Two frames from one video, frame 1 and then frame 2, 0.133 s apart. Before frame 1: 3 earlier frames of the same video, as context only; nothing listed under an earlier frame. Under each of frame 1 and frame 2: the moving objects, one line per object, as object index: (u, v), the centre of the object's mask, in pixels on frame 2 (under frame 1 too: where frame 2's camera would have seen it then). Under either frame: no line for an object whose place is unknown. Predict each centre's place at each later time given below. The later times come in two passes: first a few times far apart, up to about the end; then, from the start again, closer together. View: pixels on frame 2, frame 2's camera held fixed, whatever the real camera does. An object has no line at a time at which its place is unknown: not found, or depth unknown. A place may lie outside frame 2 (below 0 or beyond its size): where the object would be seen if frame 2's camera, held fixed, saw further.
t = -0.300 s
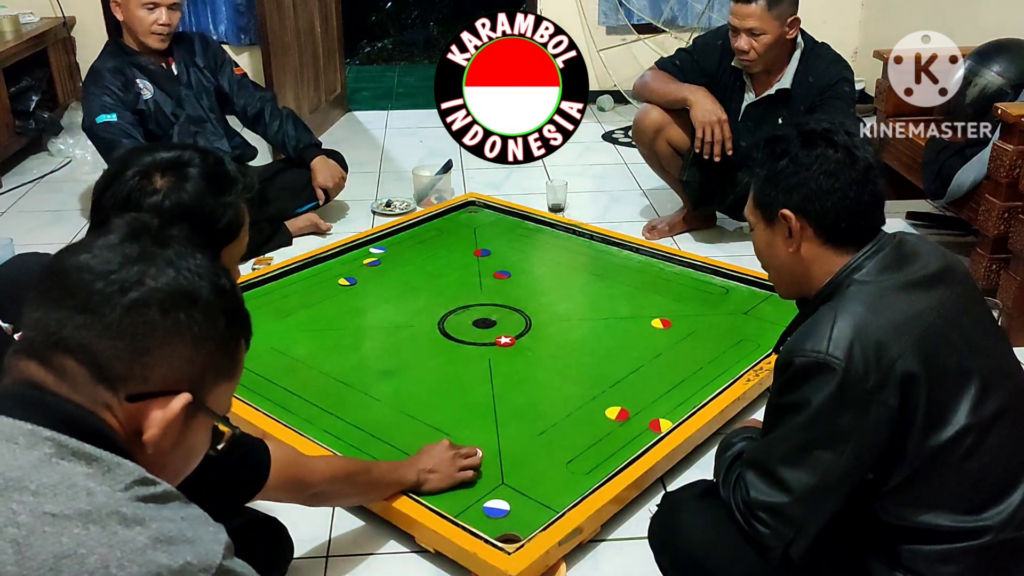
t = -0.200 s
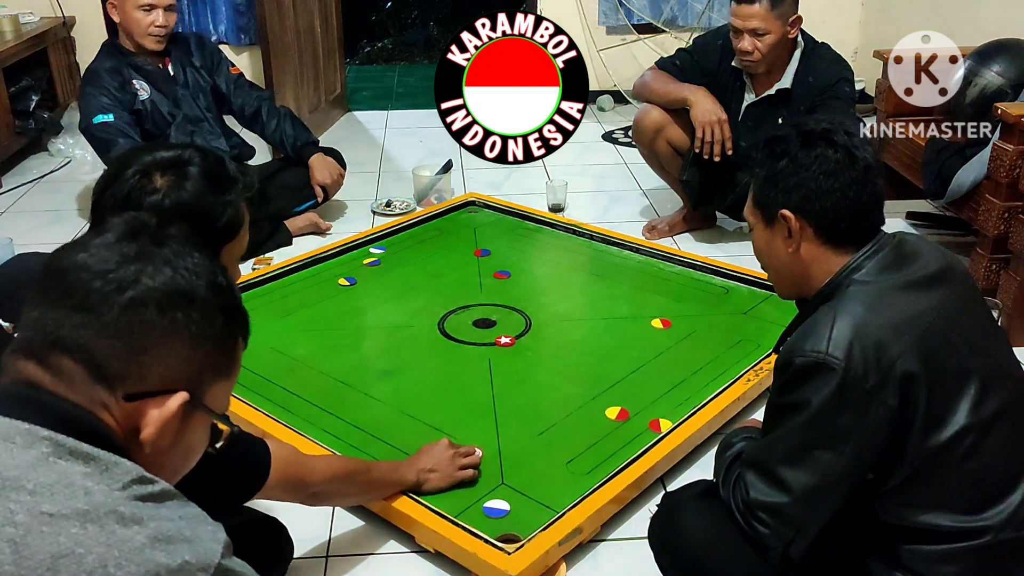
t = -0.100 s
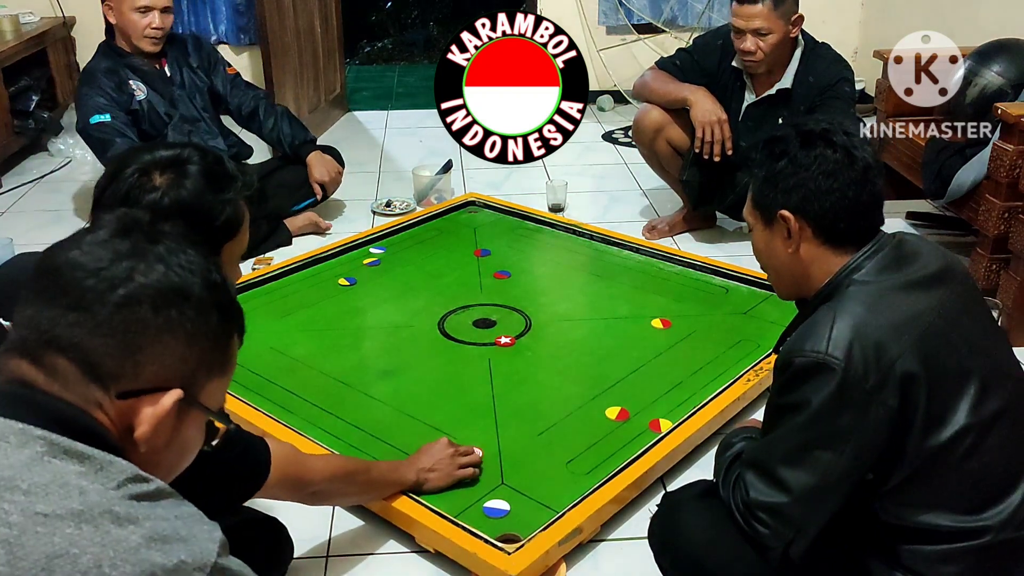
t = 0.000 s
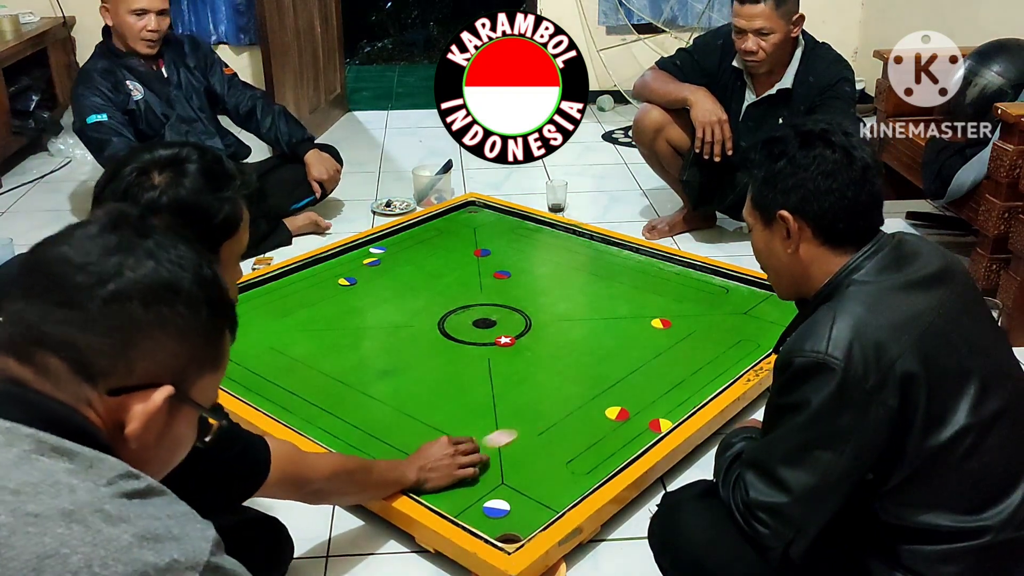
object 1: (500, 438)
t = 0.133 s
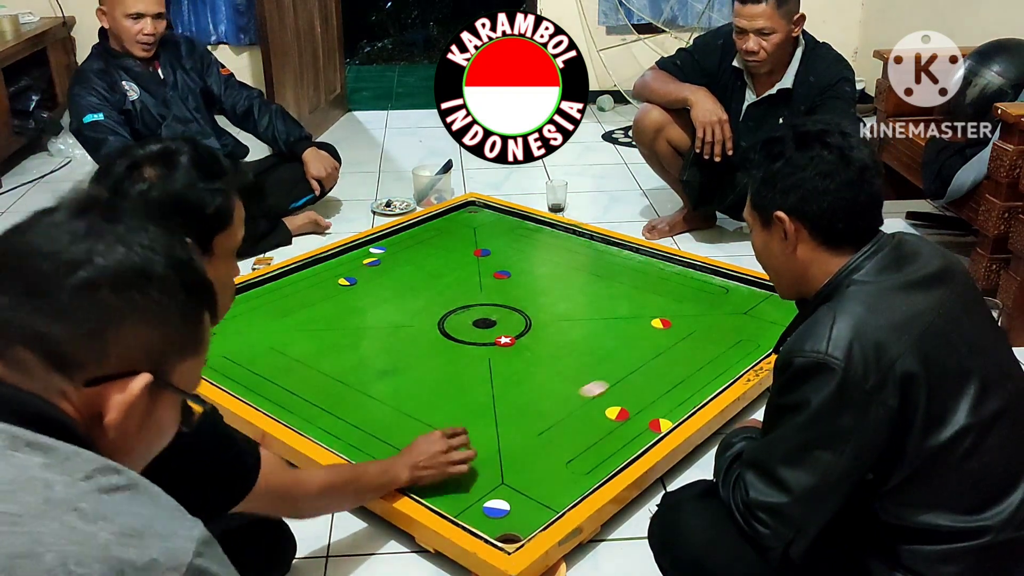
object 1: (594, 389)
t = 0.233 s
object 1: (654, 358)
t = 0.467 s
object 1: (769, 298)
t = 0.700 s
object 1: (746, 337)
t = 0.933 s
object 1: (711, 386)
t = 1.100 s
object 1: (667, 412)
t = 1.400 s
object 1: (630, 408)
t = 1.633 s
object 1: (622, 415)
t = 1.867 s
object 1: (616, 421)
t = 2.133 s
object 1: (615, 427)
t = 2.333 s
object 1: (619, 430)
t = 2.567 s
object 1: (623, 434)
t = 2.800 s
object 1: (625, 437)
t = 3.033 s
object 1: (626, 440)
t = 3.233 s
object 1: (628, 443)
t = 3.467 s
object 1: (628, 445)
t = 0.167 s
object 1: (615, 378)
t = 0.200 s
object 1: (635, 367)
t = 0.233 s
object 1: (654, 358)
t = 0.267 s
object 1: (672, 348)
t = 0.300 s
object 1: (690, 339)
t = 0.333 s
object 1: (707, 330)
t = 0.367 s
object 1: (724, 321)
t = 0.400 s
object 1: (740, 313)
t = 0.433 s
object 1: (755, 306)
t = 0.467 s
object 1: (769, 298)
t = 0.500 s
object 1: (771, 300)
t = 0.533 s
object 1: (767, 306)
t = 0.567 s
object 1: (763, 312)
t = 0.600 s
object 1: (759, 317)
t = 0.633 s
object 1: (754, 324)
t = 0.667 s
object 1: (750, 330)
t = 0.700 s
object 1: (746, 337)
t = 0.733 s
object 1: (741, 343)
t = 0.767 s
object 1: (737, 350)
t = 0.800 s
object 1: (731, 357)
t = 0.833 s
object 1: (727, 364)
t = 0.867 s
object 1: (722, 371)
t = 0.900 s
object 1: (716, 378)
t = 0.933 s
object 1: (711, 386)
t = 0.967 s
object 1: (704, 393)
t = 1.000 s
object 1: (696, 398)
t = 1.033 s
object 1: (686, 403)
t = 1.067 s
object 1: (676, 408)
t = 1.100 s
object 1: (667, 412)
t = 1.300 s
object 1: (635, 408)
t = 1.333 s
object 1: (633, 408)
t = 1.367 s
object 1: (632, 408)
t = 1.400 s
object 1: (630, 408)
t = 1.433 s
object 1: (628, 409)
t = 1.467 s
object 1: (627, 410)
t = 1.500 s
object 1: (626, 411)
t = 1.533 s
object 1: (625, 412)
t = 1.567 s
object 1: (624, 413)
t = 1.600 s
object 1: (623, 414)
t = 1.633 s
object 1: (622, 415)
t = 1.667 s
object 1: (621, 415)
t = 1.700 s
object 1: (620, 416)
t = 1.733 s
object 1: (619, 417)
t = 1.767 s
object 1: (618, 418)
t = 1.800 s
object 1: (618, 419)
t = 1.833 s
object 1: (617, 420)
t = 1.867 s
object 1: (616, 421)
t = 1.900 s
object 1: (616, 422)
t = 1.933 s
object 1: (615, 423)
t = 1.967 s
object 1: (615, 423)
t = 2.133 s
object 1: (615, 427)
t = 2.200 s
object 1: (616, 428)
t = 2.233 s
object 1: (617, 428)
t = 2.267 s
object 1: (618, 429)
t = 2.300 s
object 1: (618, 430)
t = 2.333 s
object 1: (619, 430)
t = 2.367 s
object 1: (619, 431)
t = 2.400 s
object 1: (620, 431)
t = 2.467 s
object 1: (621, 432)
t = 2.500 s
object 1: (622, 433)
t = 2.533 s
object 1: (622, 433)
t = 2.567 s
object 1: (623, 434)
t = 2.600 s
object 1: (623, 434)
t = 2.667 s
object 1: (624, 435)
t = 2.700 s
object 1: (624, 435)
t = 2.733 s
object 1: (624, 436)
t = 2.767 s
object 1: (625, 436)
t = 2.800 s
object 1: (625, 437)
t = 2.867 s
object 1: (626, 437)
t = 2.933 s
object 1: (626, 438)
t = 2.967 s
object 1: (626, 439)
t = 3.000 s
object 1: (626, 439)
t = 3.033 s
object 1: (626, 440)
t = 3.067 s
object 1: (627, 440)
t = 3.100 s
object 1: (627, 441)
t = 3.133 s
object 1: (627, 441)
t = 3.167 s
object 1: (628, 442)
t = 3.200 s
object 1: (628, 442)
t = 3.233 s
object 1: (628, 443)
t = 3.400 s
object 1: (628, 445)
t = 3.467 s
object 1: (628, 445)
